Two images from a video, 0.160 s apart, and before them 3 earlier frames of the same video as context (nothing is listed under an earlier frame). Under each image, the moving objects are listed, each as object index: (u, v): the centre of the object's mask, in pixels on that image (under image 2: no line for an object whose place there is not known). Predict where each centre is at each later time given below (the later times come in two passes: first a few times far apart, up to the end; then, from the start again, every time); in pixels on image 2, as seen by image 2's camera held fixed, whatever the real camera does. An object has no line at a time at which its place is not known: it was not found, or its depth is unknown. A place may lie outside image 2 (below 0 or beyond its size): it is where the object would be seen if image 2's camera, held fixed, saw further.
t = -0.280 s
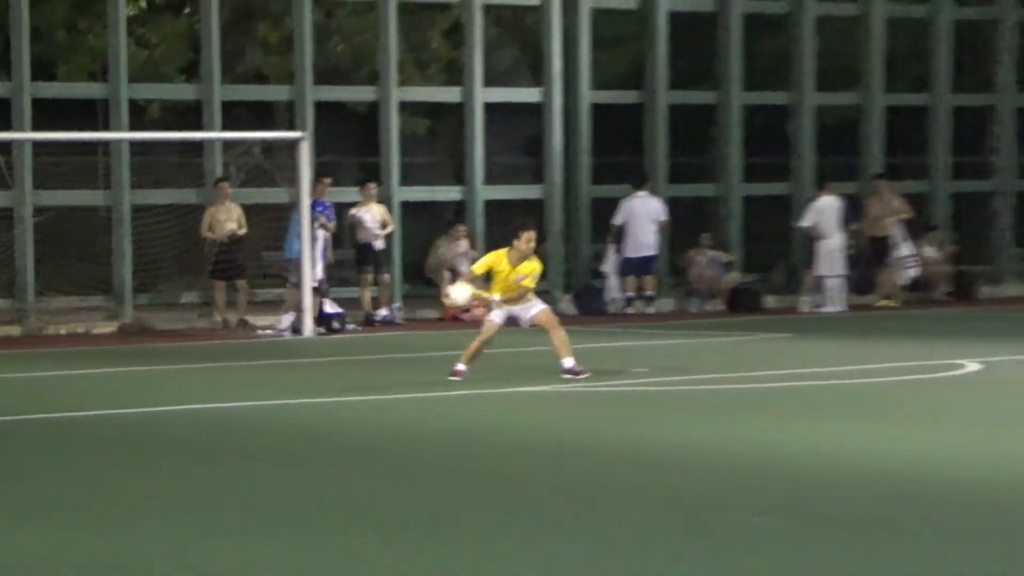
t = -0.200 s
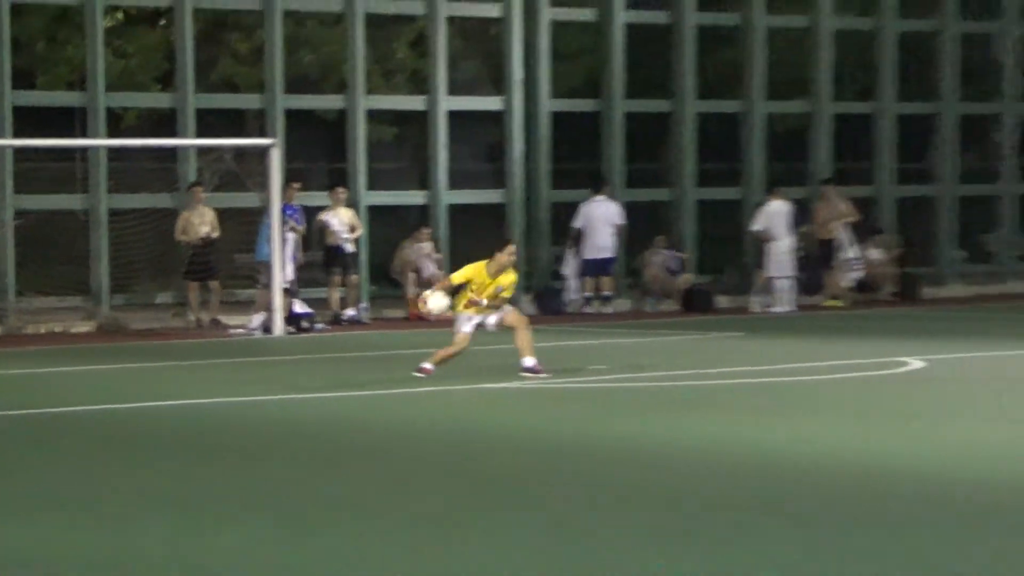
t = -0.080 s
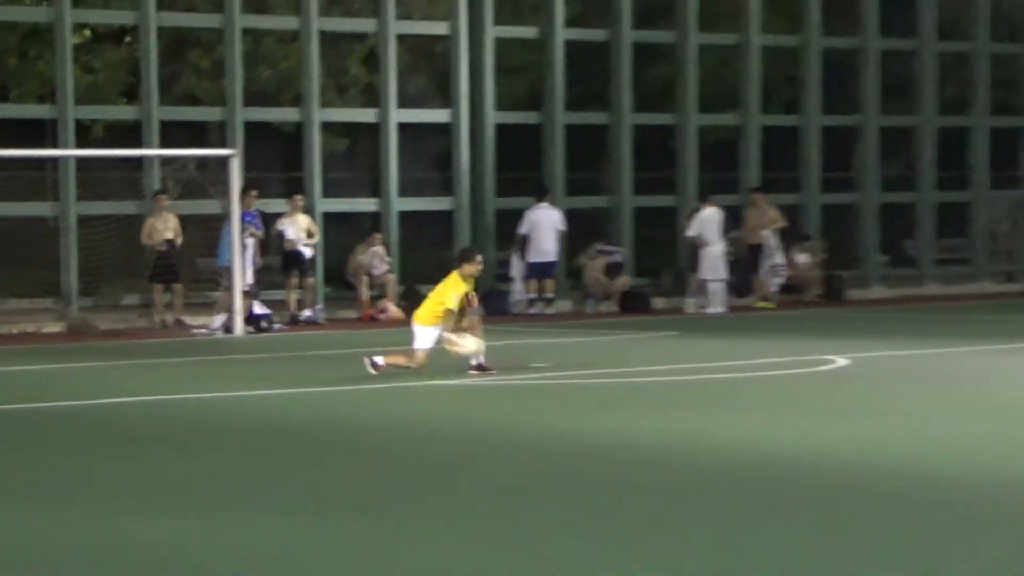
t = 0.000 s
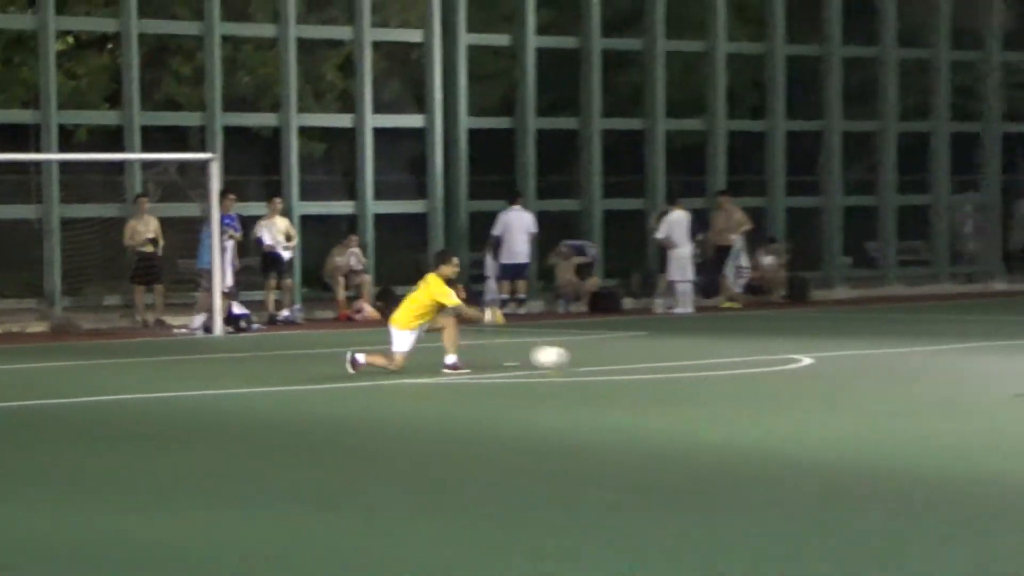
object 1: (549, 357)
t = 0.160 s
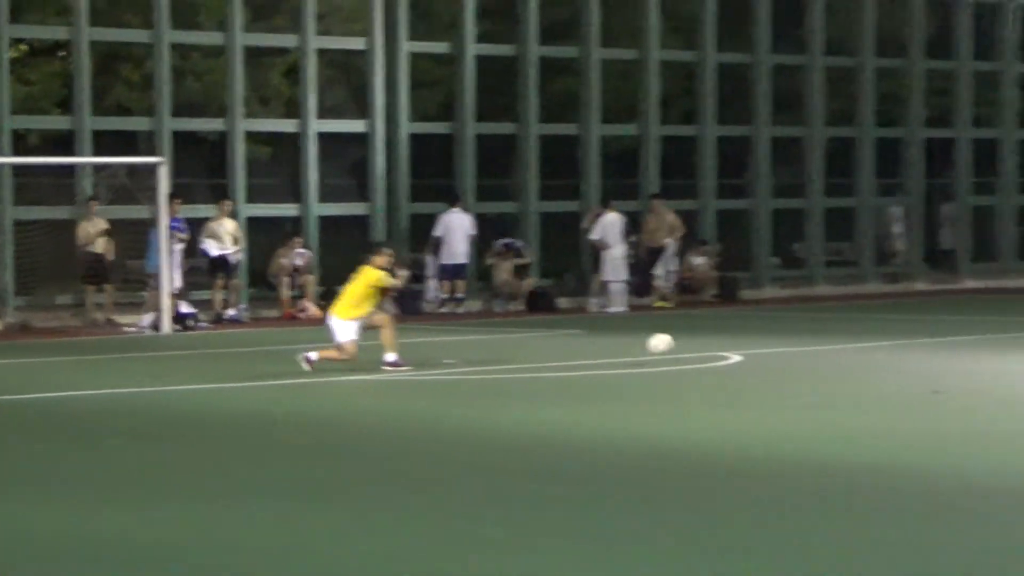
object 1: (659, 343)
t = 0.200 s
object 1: (699, 343)
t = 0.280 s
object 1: (776, 345)
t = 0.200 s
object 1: (699, 343)
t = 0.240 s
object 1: (739, 348)
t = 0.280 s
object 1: (776, 345)
